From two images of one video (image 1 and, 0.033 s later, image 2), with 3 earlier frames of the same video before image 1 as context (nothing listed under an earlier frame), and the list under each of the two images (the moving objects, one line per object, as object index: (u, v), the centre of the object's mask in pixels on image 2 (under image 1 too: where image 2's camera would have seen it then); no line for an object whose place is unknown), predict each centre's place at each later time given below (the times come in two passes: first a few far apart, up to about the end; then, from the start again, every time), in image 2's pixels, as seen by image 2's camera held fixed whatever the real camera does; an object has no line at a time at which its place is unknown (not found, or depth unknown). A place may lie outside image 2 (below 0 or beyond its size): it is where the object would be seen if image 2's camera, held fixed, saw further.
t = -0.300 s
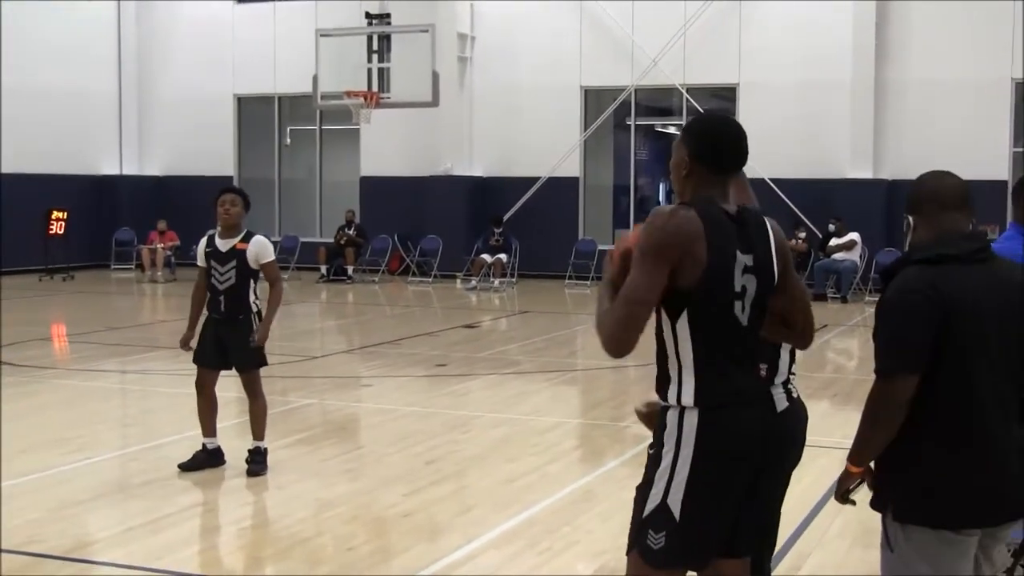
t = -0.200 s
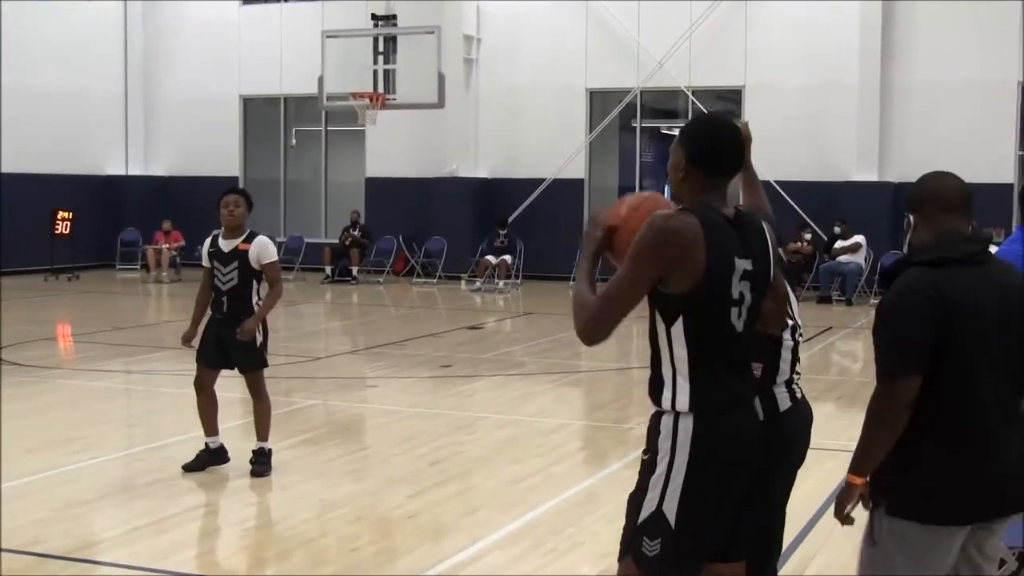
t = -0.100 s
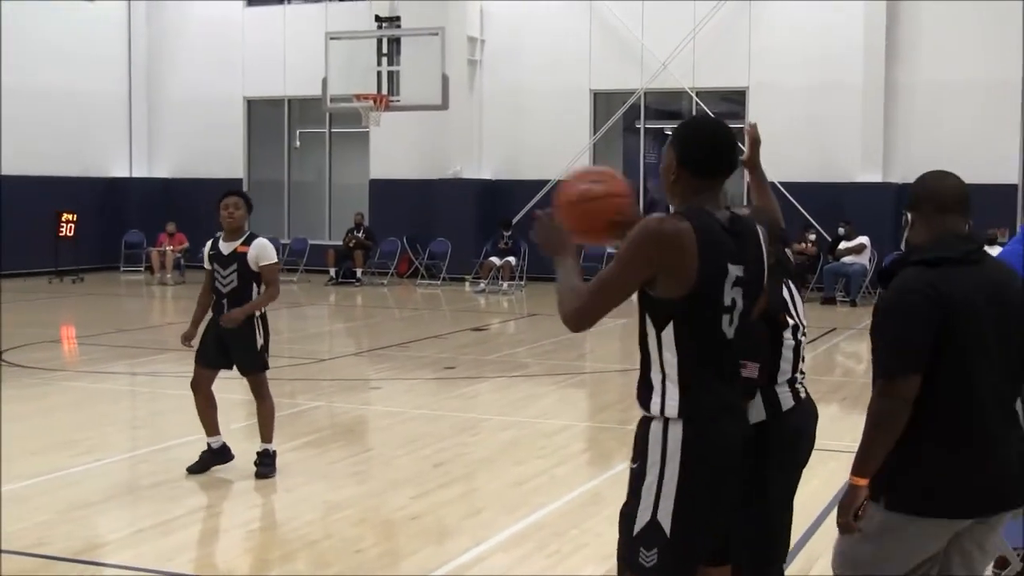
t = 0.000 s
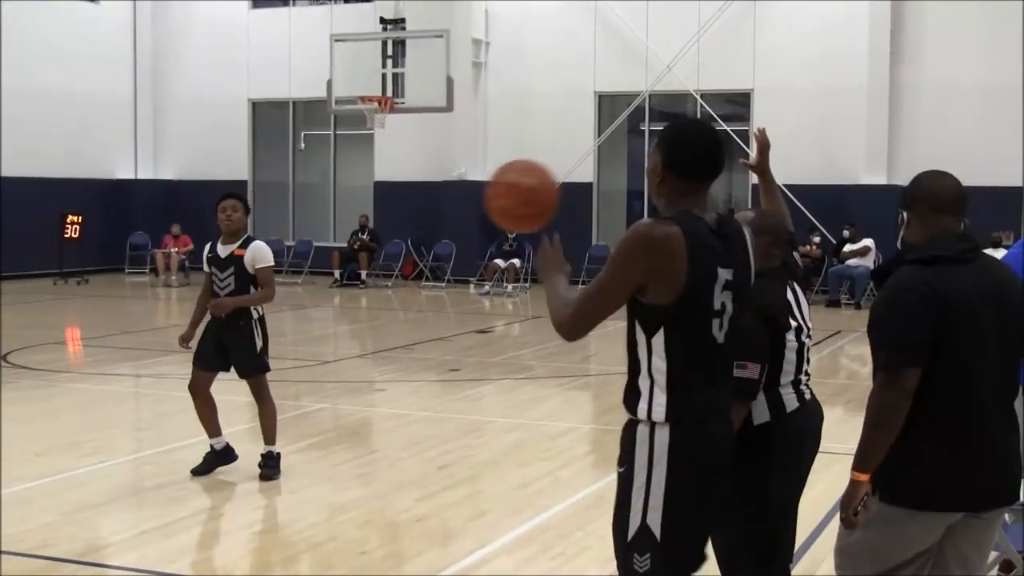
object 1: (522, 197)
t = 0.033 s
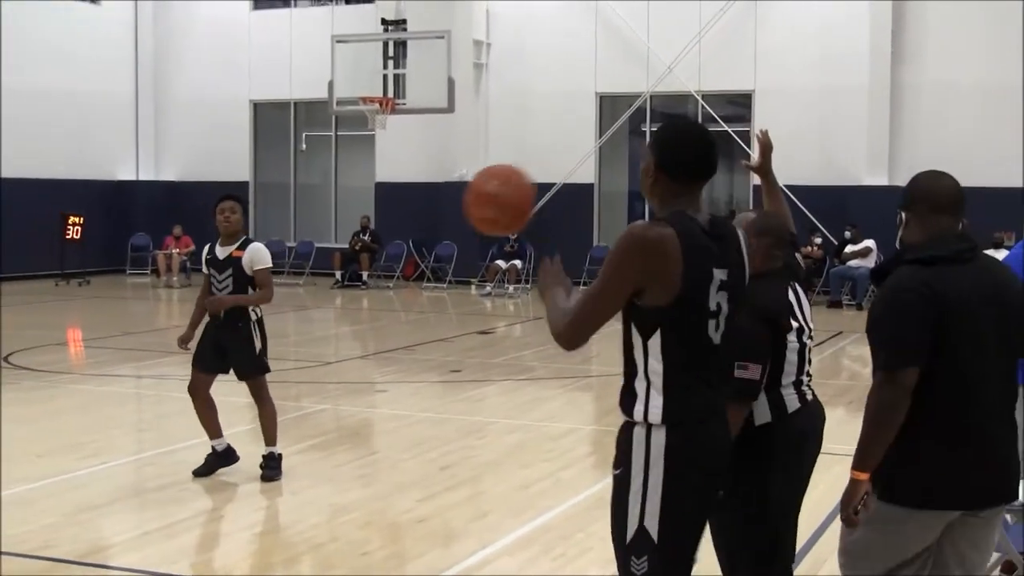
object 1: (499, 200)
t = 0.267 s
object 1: (374, 291)
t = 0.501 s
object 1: (287, 467)
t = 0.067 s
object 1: (478, 206)
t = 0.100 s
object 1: (458, 215)
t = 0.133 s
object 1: (439, 225)
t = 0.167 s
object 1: (420, 239)
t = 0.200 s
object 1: (404, 253)
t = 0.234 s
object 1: (389, 272)
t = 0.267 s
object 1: (374, 291)
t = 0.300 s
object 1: (359, 312)
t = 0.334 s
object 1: (344, 336)
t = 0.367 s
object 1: (331, 360)
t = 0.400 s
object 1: (320, 384)
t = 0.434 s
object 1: (309, 410)
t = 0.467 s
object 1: (297, 439)
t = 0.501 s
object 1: (287, 467)
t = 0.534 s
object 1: (277, 494)
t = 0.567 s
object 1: (269, 512)
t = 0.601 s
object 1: (263, 482)
